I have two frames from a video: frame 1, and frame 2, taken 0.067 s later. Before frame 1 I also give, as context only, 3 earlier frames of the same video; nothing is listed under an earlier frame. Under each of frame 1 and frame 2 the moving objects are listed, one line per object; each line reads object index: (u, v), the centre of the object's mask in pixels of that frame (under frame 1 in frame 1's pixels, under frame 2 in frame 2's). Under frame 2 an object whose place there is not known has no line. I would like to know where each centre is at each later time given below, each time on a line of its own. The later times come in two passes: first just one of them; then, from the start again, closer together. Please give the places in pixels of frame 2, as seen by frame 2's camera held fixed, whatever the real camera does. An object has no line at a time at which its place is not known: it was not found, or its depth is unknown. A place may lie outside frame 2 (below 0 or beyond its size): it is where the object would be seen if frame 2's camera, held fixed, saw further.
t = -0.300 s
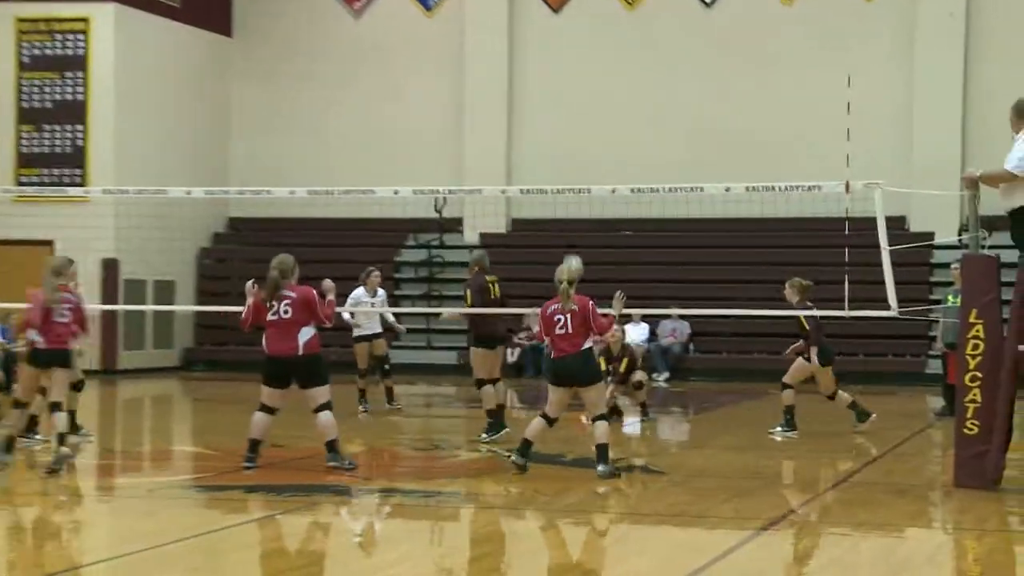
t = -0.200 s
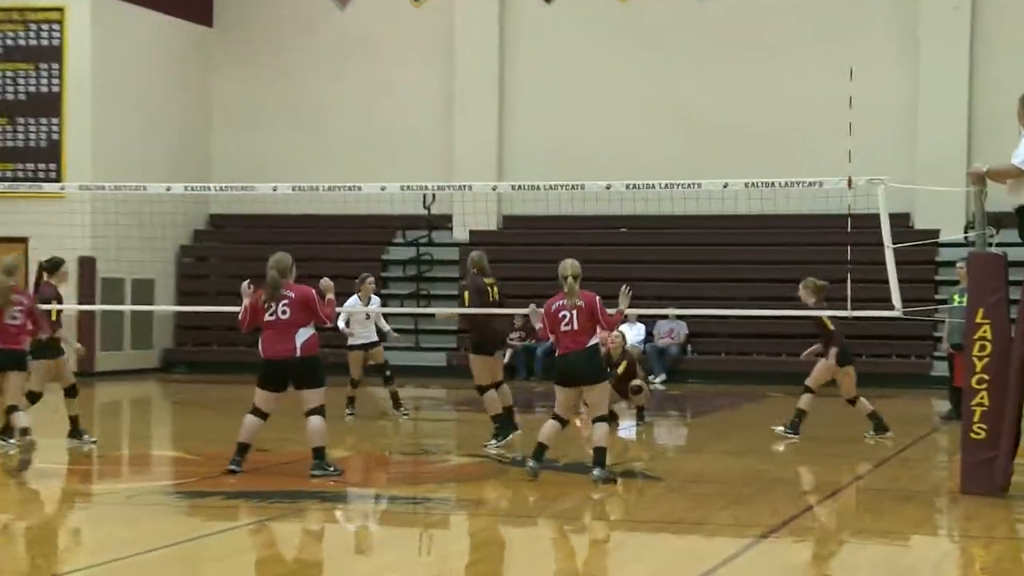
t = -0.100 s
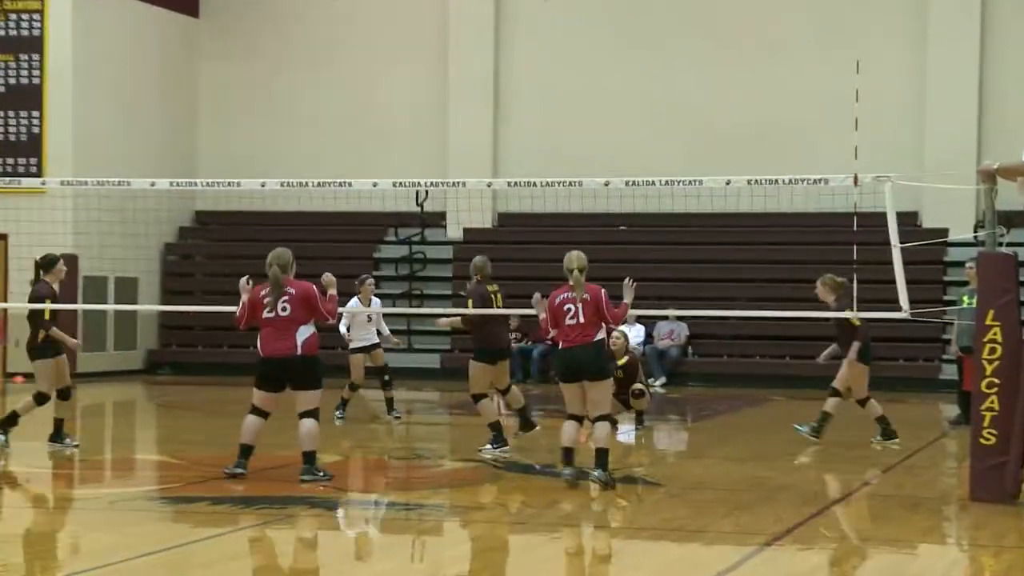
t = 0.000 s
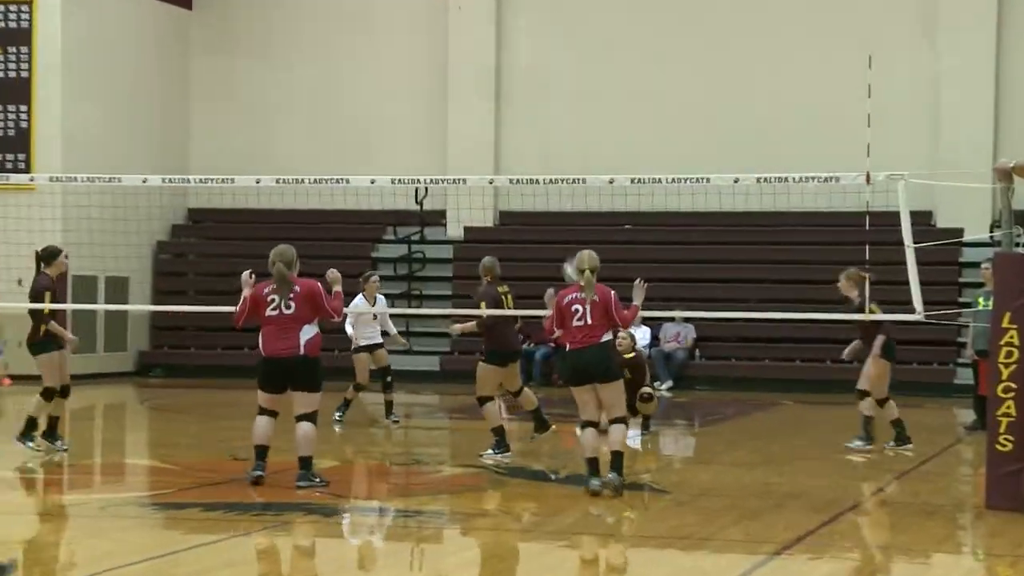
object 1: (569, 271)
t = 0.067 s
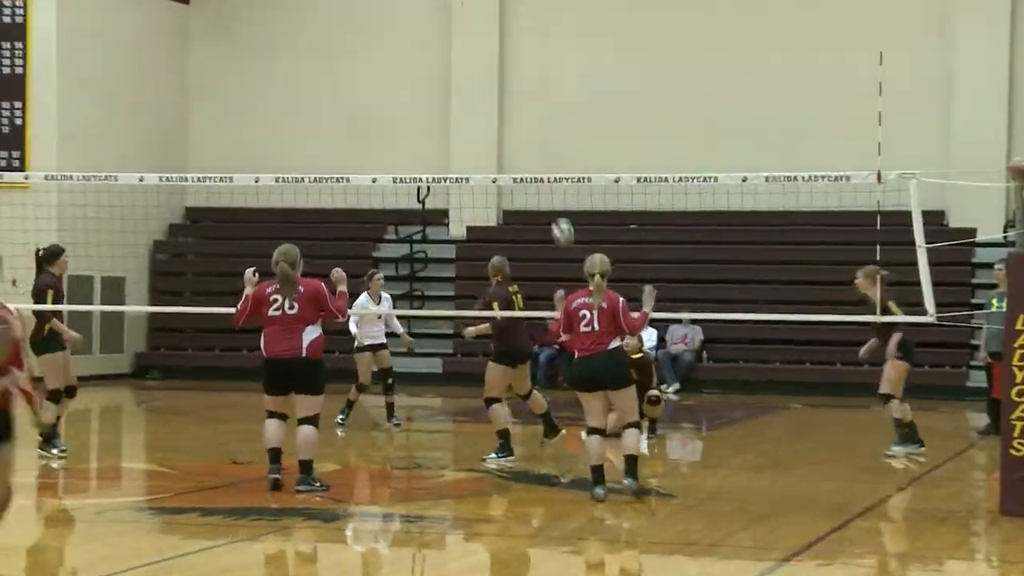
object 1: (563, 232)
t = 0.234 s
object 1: (524, 146)
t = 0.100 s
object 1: (554, 214)
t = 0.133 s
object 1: (546, 194)
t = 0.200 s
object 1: (533, 160)
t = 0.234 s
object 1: (524, 146)
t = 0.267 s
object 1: (516, 132)
